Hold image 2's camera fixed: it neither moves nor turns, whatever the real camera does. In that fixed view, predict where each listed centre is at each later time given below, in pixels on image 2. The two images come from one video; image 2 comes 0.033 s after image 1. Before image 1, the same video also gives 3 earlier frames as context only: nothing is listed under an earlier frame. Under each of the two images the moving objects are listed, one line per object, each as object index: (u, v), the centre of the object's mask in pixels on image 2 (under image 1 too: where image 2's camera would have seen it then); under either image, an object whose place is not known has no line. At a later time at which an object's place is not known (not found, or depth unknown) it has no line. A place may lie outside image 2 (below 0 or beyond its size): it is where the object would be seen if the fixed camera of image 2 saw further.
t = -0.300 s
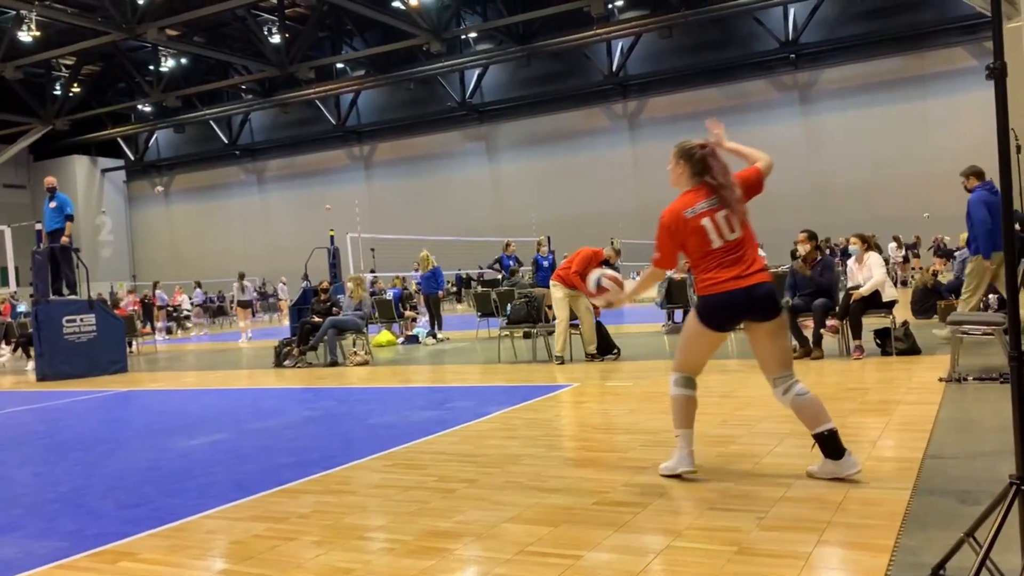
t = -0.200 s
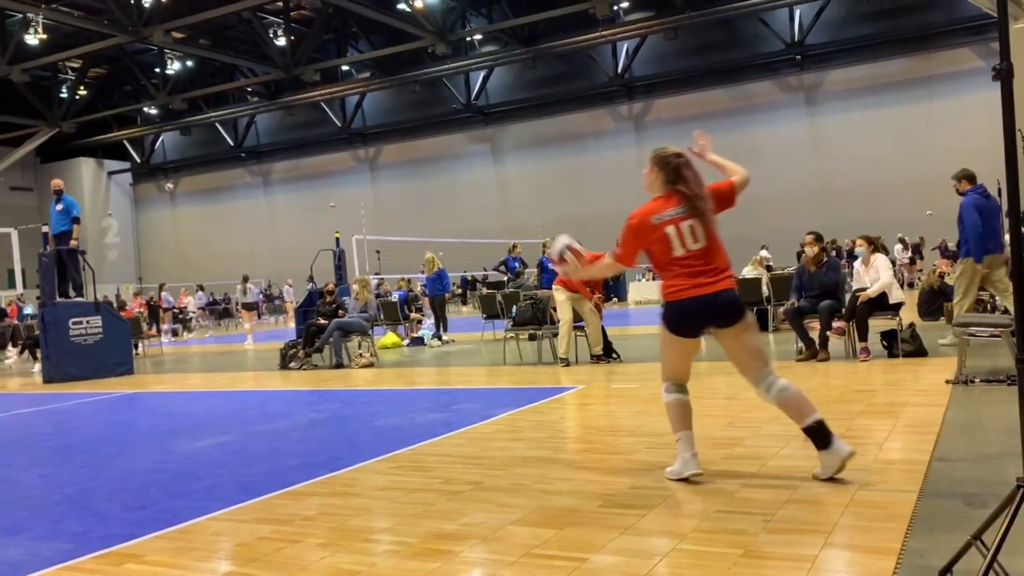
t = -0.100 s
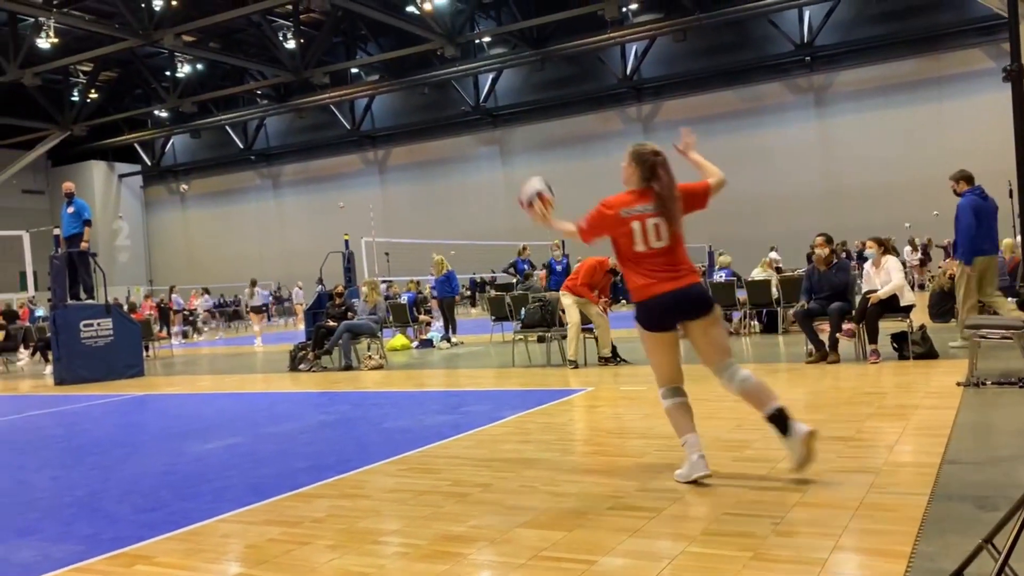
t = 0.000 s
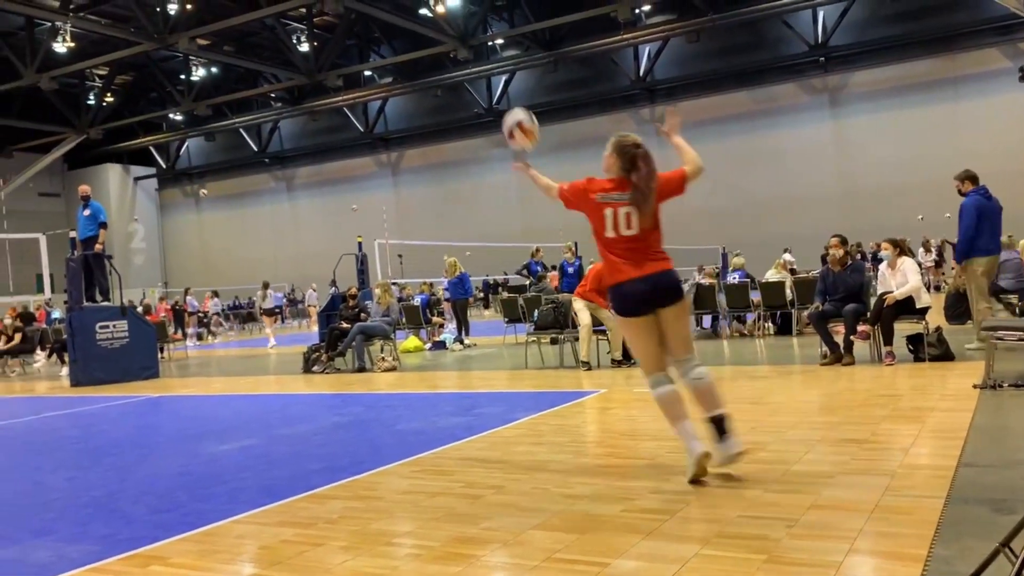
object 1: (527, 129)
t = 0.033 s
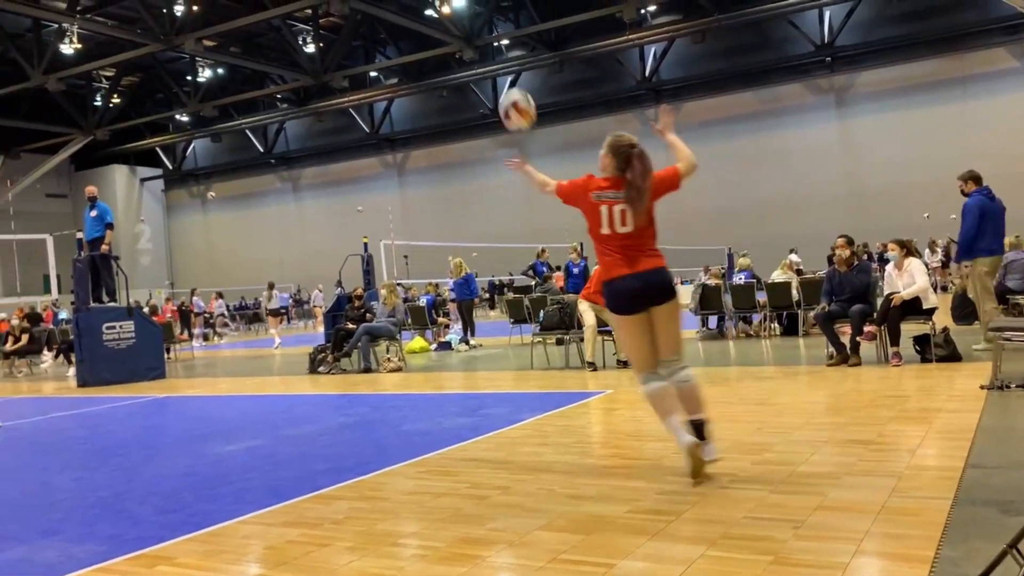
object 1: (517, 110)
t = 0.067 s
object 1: (507, 92)
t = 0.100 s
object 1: (498, 76)
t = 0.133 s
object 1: (489, 61)
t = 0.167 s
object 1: (480, 50)
